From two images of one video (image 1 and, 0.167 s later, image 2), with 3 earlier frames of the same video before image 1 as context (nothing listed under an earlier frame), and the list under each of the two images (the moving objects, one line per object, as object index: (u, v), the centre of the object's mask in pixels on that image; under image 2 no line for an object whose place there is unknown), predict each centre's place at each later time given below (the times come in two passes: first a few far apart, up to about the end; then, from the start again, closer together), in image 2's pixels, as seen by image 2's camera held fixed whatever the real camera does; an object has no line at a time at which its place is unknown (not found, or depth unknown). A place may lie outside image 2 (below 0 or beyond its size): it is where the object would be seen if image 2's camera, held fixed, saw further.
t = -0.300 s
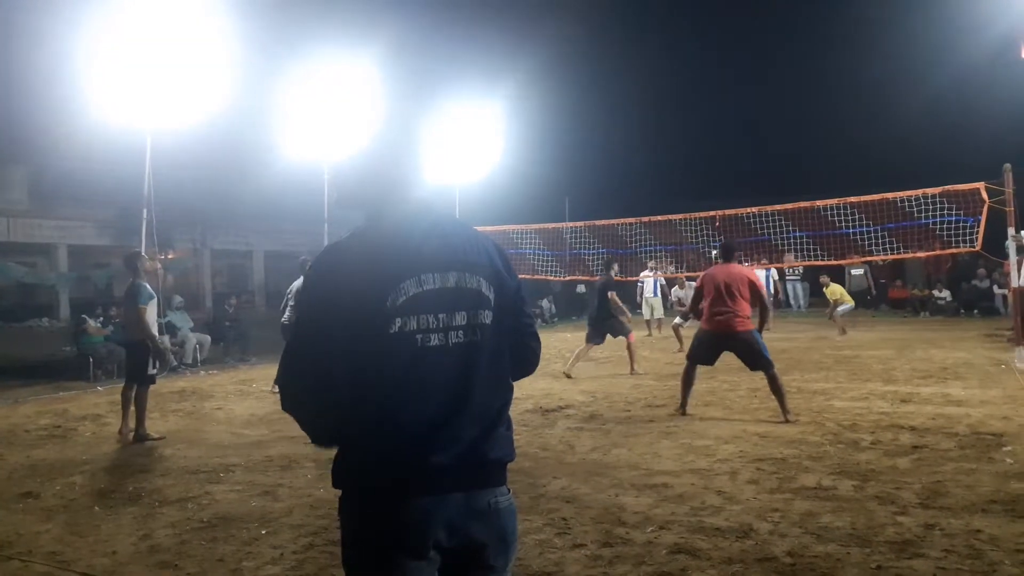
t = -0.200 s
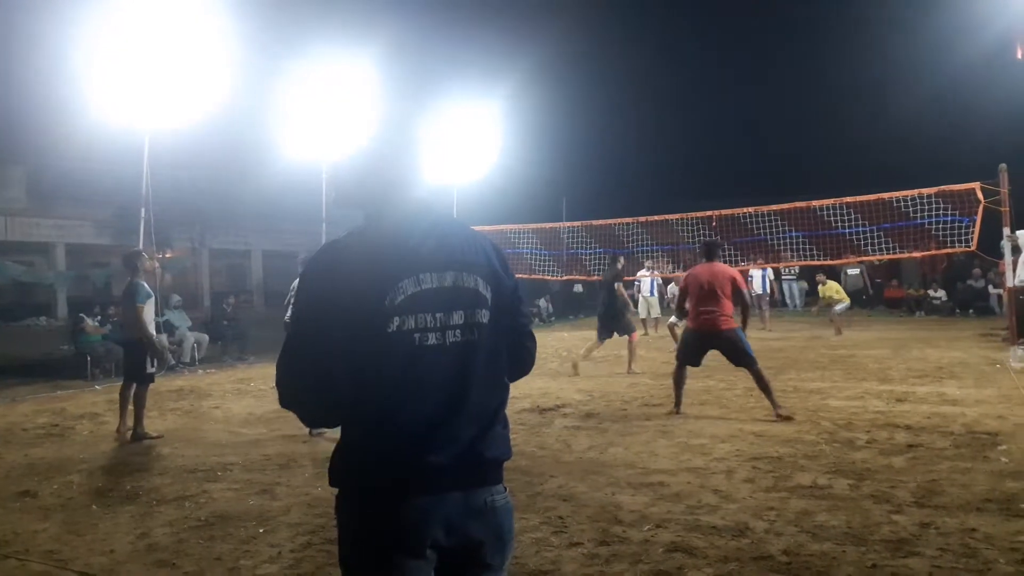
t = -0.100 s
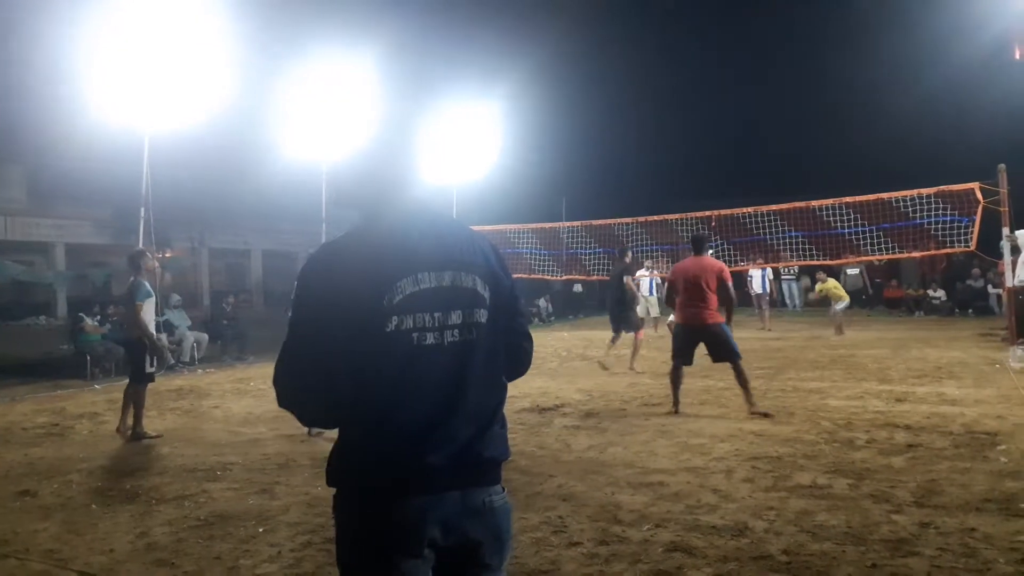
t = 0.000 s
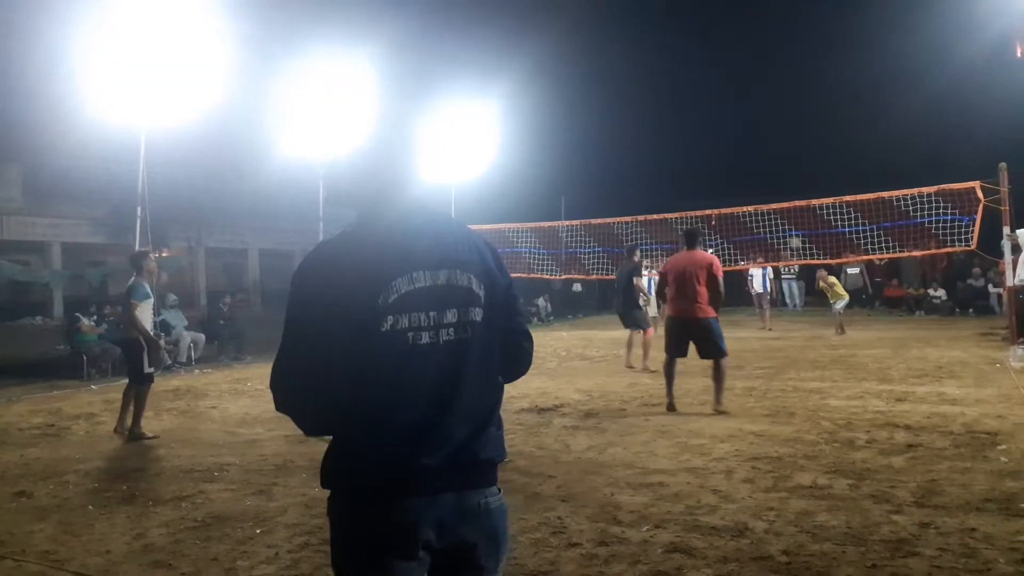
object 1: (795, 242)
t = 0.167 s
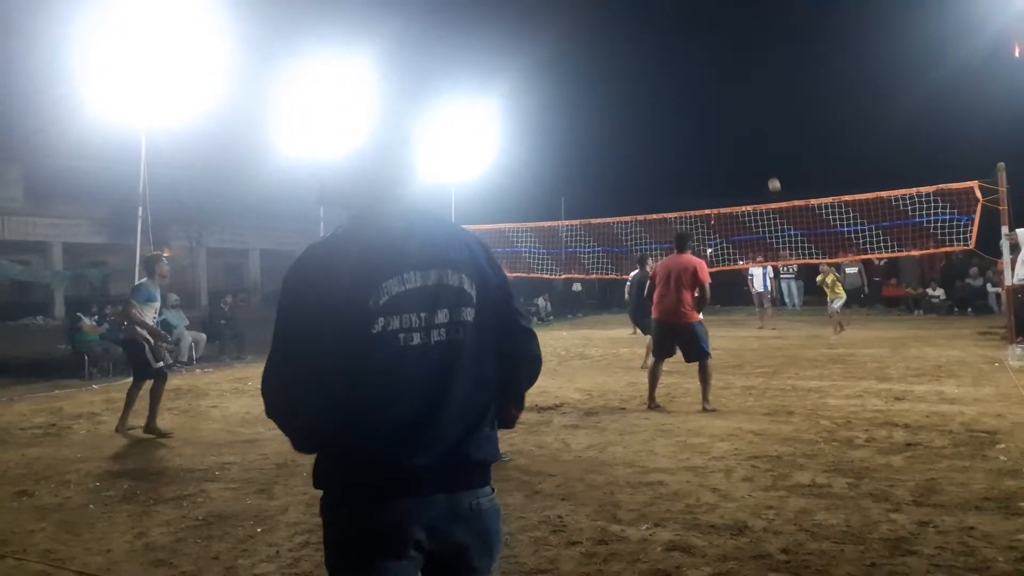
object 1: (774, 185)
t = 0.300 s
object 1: (758, 145)
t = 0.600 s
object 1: (715, 82)
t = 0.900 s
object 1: (660, 71)
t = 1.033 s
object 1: (630, 93)
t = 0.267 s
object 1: (762, 154)
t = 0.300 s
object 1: (758, 145)
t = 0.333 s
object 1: (753, 136)
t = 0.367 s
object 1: (749, 127)
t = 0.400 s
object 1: (745, 119)
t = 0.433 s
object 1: (740, 111)
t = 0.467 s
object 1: (735, 104)
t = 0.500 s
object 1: (730, 98)
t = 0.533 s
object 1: (726, 92)
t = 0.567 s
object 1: (720, 86)
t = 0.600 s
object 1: (715, 82)
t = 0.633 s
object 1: (710, 77)
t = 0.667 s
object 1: (704, 74)
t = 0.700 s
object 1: (699, 71)
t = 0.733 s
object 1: (693, 69)
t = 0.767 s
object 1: (687, 67)
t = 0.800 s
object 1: (681, 67)
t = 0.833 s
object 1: (674, 67)
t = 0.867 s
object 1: (667, 69)
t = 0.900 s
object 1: (660, 71)
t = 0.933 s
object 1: (654, 75)
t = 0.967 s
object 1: (646, 80)
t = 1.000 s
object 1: (638, 86)
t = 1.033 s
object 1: (630, 93)
